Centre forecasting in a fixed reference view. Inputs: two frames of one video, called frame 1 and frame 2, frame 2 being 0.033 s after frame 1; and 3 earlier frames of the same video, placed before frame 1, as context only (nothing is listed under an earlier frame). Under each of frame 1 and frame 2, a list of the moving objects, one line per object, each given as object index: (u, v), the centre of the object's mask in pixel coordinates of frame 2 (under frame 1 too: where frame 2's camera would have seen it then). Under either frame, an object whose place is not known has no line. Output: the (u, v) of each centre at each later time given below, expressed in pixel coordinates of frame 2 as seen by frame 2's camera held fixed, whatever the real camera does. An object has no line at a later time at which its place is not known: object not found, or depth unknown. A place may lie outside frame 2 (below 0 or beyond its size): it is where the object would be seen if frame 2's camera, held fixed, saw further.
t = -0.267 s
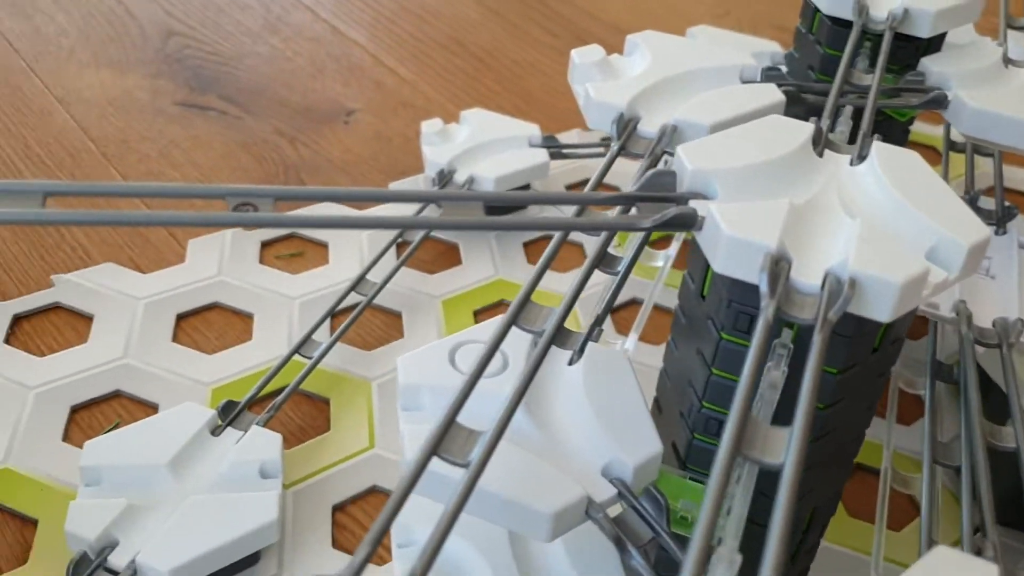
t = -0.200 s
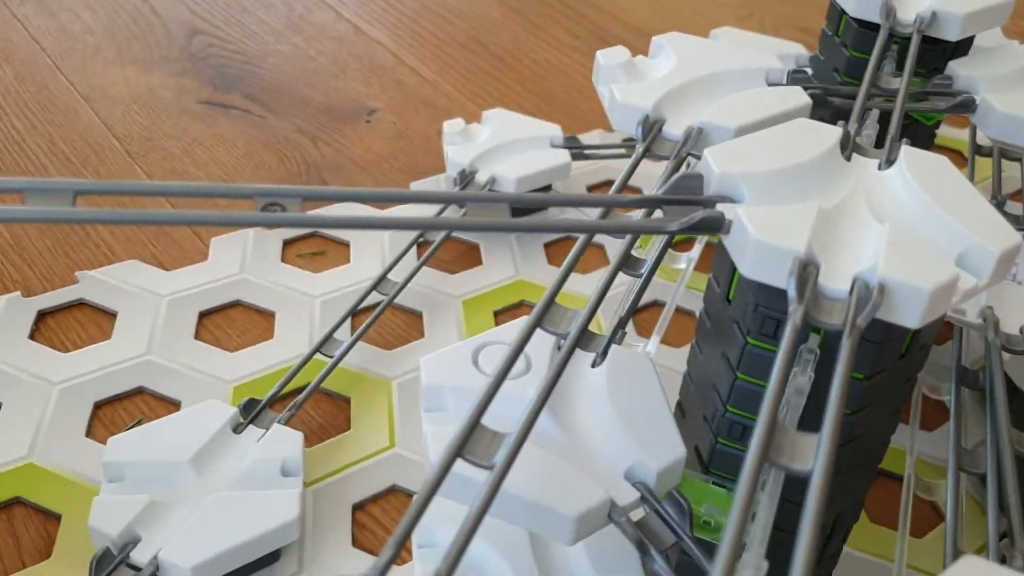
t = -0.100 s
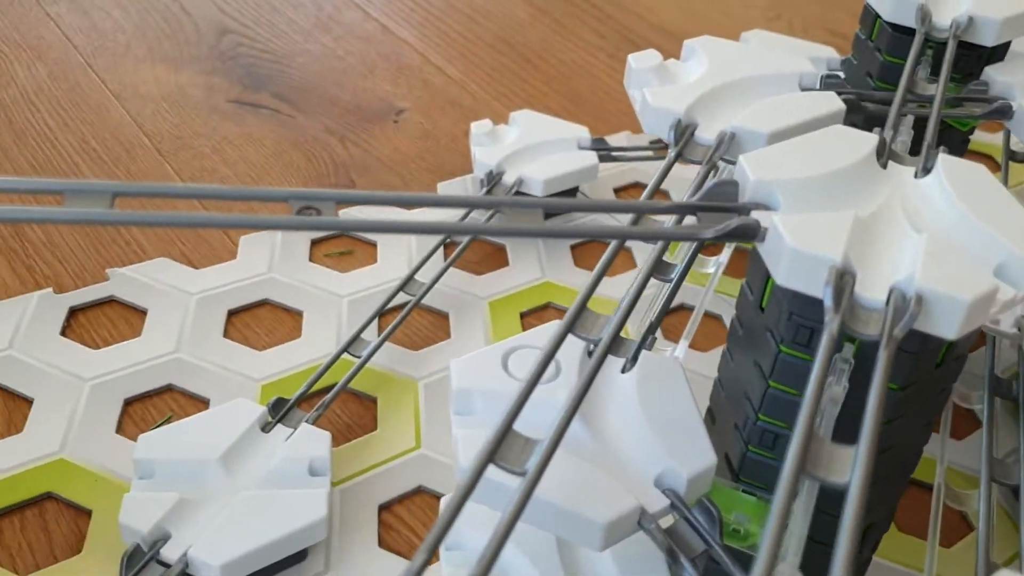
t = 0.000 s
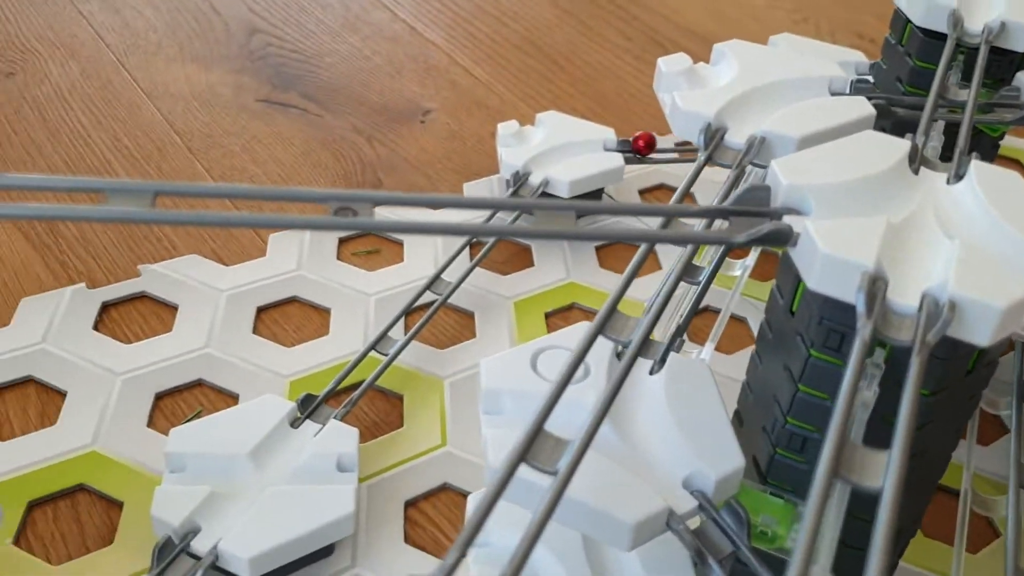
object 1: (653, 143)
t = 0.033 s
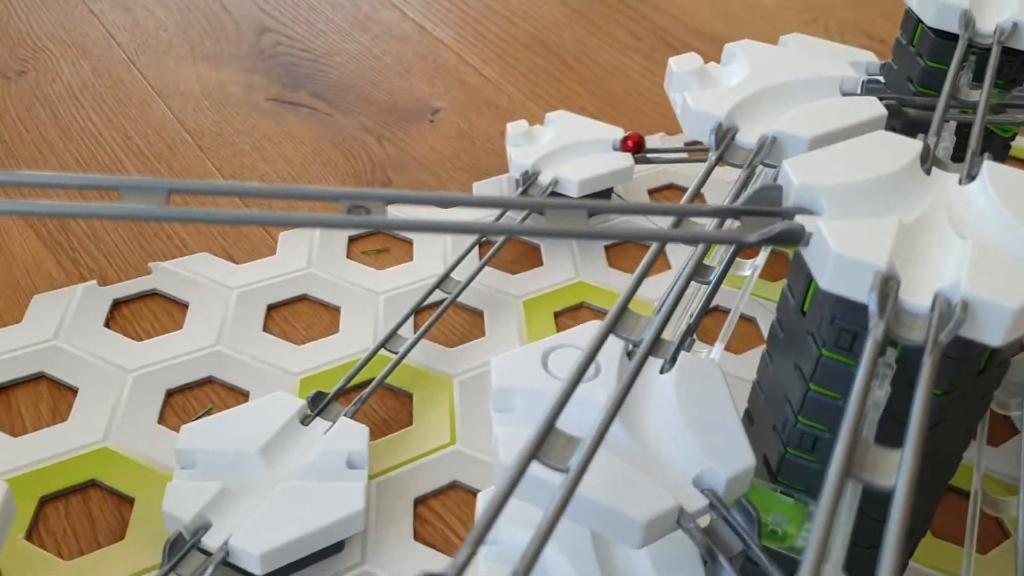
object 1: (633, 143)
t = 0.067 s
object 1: (611, 143)
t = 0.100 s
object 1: (591, 145)
